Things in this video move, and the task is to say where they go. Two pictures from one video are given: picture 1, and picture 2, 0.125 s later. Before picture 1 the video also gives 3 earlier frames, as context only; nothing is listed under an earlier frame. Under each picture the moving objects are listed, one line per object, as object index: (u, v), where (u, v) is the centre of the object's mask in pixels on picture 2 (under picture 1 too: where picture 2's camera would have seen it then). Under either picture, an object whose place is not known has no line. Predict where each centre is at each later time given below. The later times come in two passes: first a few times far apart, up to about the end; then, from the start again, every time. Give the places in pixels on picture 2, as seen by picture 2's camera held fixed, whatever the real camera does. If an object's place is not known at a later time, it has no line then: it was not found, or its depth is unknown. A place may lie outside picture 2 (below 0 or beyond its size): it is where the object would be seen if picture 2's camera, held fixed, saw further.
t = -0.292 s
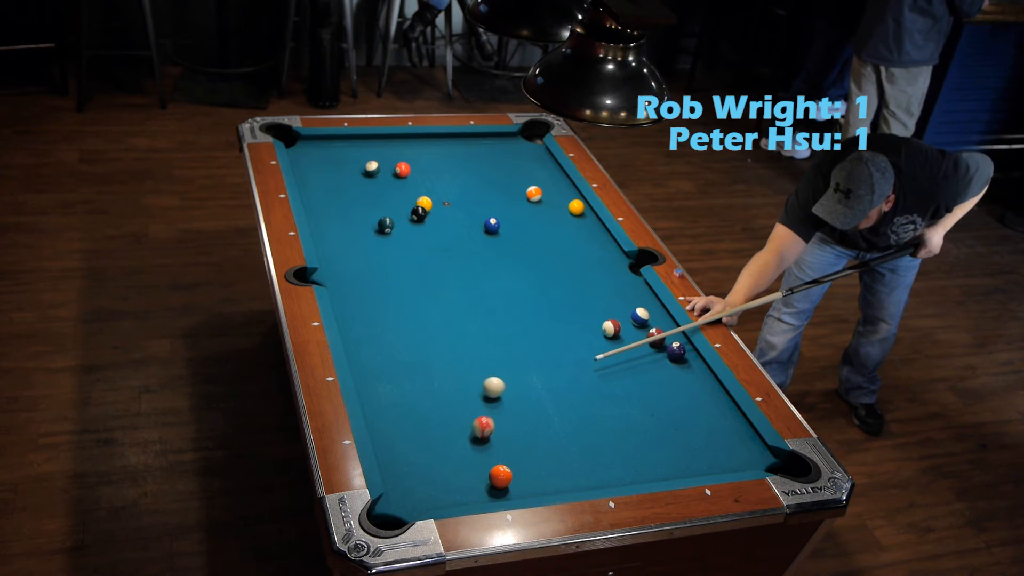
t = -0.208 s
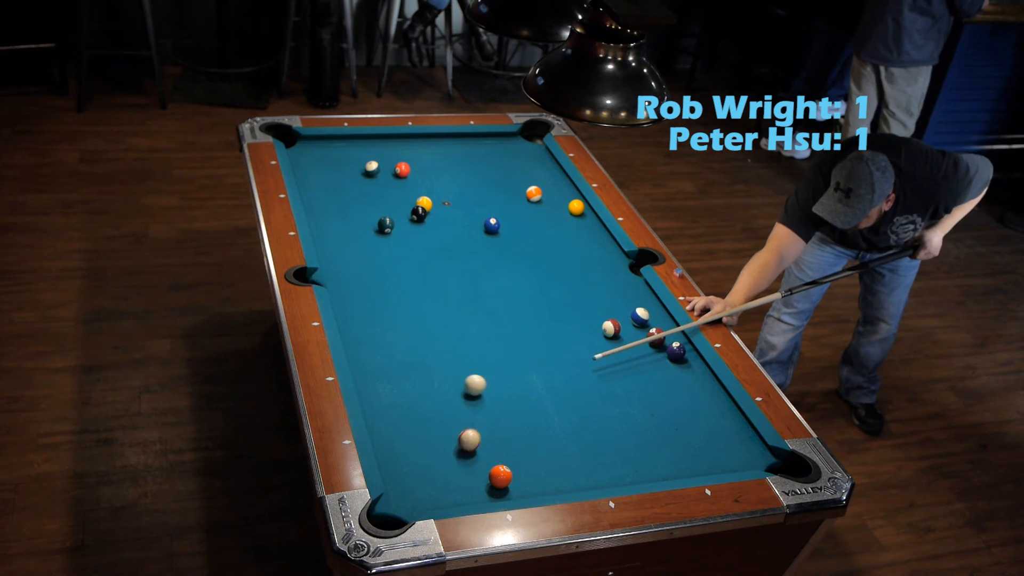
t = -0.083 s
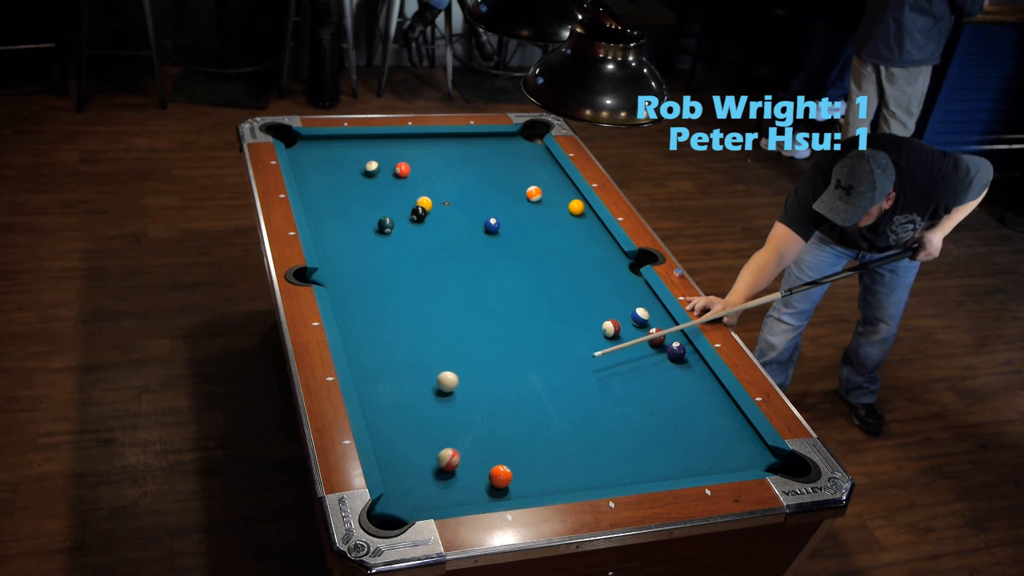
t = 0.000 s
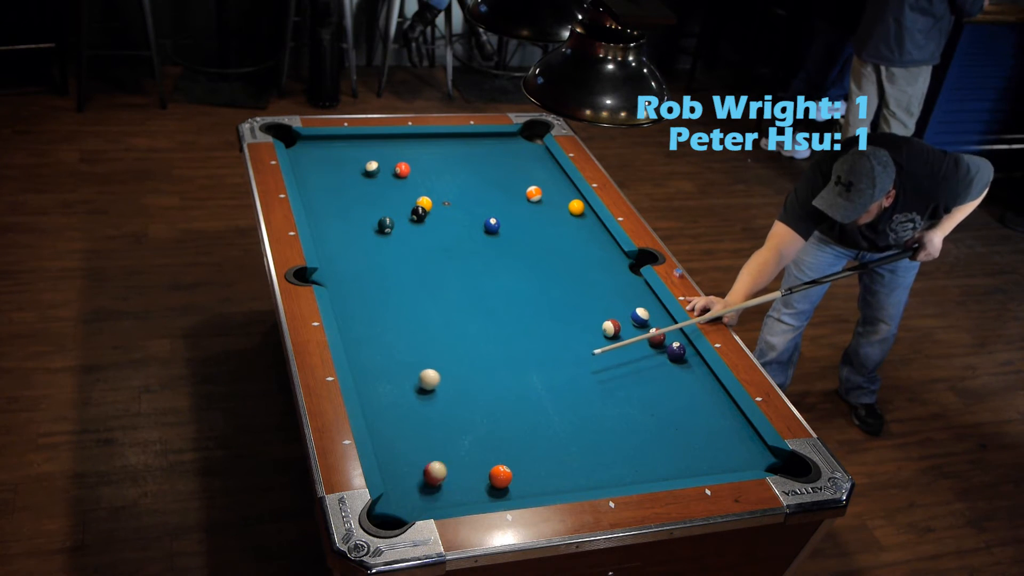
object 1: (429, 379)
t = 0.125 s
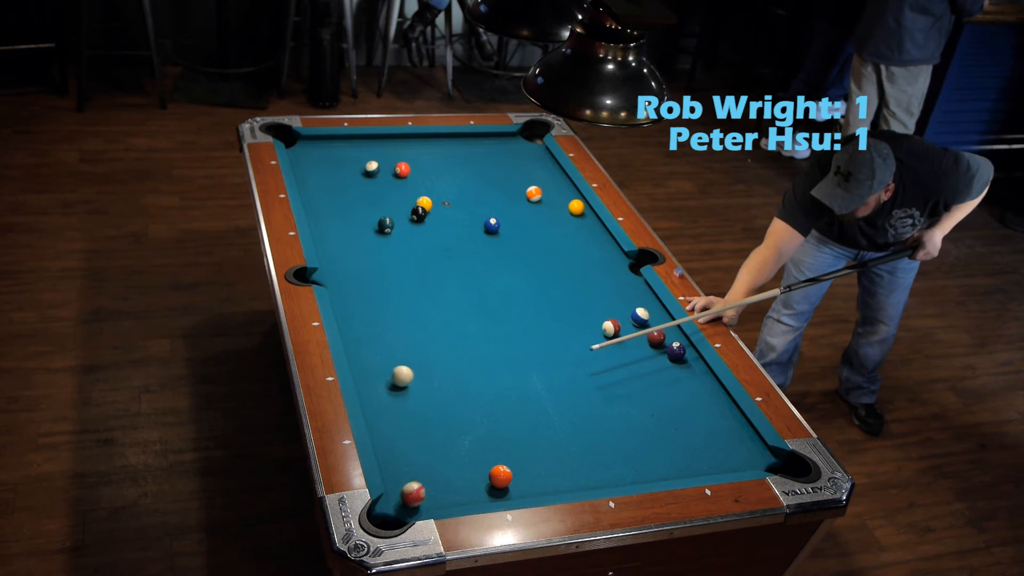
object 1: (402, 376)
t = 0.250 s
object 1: (376, 373)
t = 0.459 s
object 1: (370, 364)
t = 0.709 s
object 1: (390, 353)
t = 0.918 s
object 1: (404, 344)
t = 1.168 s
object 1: (420, 334)
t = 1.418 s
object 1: (435, 326)
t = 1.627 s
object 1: (445, 320)
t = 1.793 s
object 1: (453, 315)
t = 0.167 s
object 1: (394, 375)
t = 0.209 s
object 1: (385, 374)
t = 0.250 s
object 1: (376, 373)
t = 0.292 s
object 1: (368, 371)
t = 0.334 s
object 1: (360, 370)
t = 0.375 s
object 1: (363, 368)
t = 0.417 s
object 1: (367, 366)
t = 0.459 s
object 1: (370, 364)
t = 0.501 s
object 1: (374, 362)
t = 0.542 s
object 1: (377, 360)
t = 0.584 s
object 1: (380, 358)
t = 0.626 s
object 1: (383, 356)
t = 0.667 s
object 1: (387, 354)
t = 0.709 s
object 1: (390, 353)
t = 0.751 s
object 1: (393, 351)
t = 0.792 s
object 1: (396, 349)
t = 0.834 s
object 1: (399, 347)
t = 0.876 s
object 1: (402, 346)
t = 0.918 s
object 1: (404, 344)
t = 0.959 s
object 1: (407, 342)
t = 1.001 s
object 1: (410, 341)
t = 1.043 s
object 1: (413, 339)
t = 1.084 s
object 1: (415, 337)
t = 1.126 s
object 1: (418, 336)
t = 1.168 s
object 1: (420, 334)
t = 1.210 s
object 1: (423, 333)
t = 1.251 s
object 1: (425, 332)
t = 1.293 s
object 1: (428, 330)
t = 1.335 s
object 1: (430, 329)
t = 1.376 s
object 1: (432, 327)
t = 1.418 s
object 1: (435, 326)
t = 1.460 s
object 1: (437, 325)
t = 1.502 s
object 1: (439, 323)
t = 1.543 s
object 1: (441, 322)
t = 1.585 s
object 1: (443, 321)
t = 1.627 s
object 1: (445, 320)
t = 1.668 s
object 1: (447, 319)
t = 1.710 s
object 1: (449, 317)
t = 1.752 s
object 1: (451, 316)
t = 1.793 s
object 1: (453, 315)
